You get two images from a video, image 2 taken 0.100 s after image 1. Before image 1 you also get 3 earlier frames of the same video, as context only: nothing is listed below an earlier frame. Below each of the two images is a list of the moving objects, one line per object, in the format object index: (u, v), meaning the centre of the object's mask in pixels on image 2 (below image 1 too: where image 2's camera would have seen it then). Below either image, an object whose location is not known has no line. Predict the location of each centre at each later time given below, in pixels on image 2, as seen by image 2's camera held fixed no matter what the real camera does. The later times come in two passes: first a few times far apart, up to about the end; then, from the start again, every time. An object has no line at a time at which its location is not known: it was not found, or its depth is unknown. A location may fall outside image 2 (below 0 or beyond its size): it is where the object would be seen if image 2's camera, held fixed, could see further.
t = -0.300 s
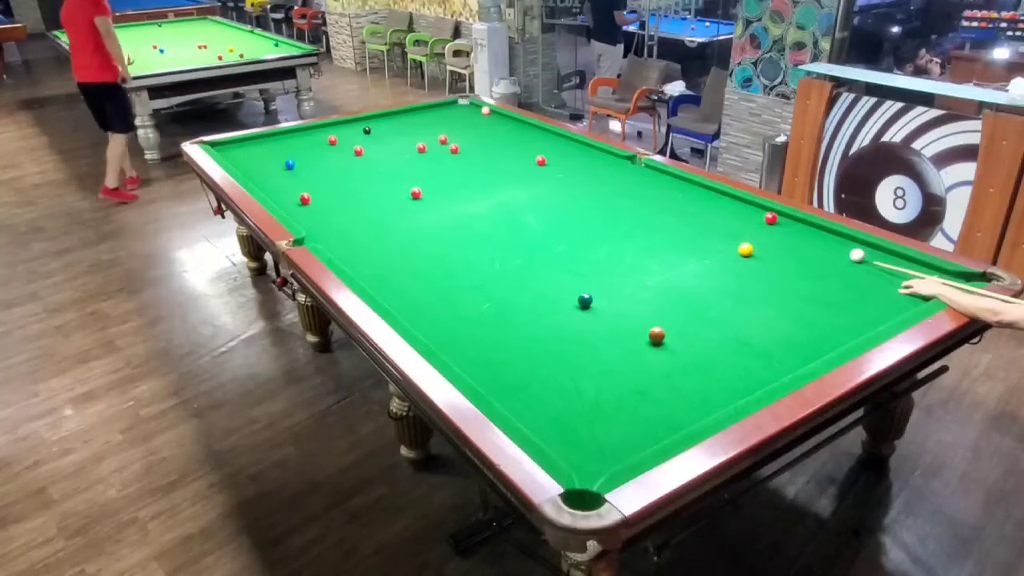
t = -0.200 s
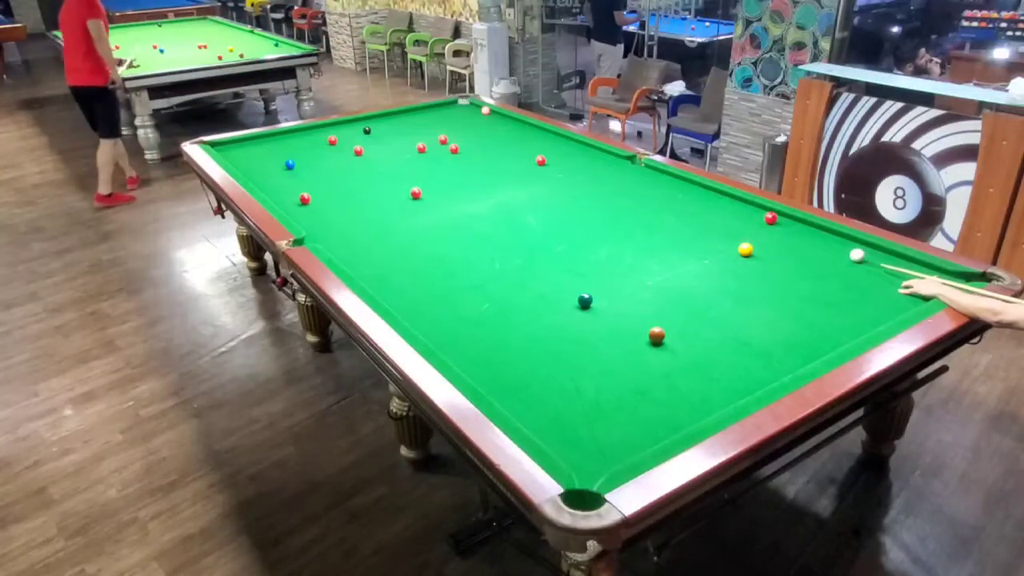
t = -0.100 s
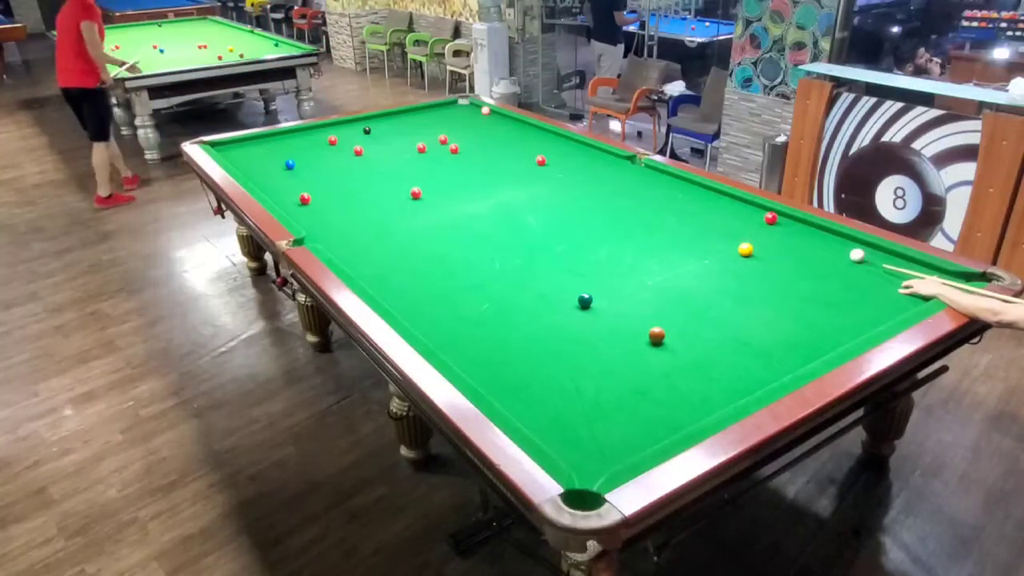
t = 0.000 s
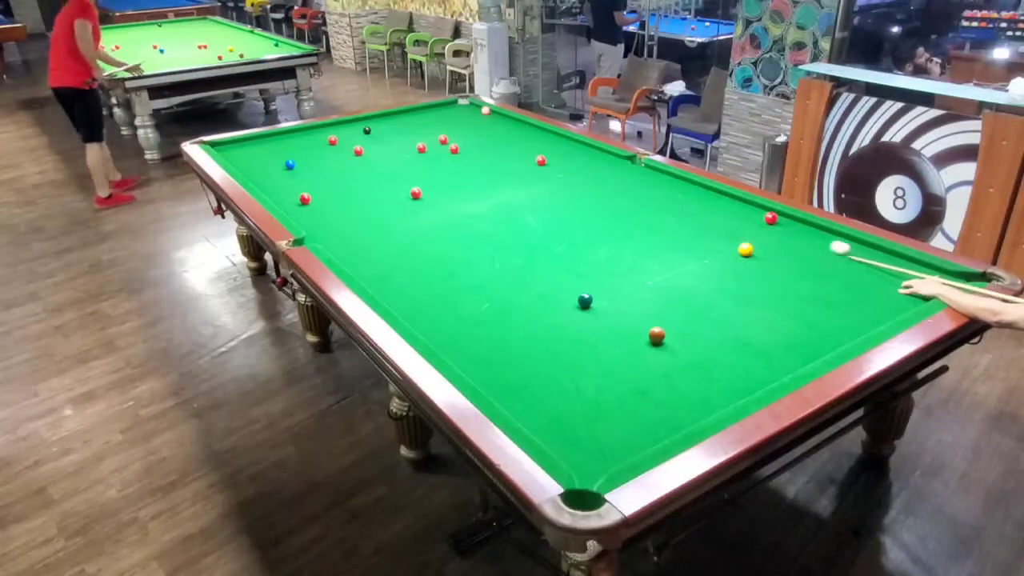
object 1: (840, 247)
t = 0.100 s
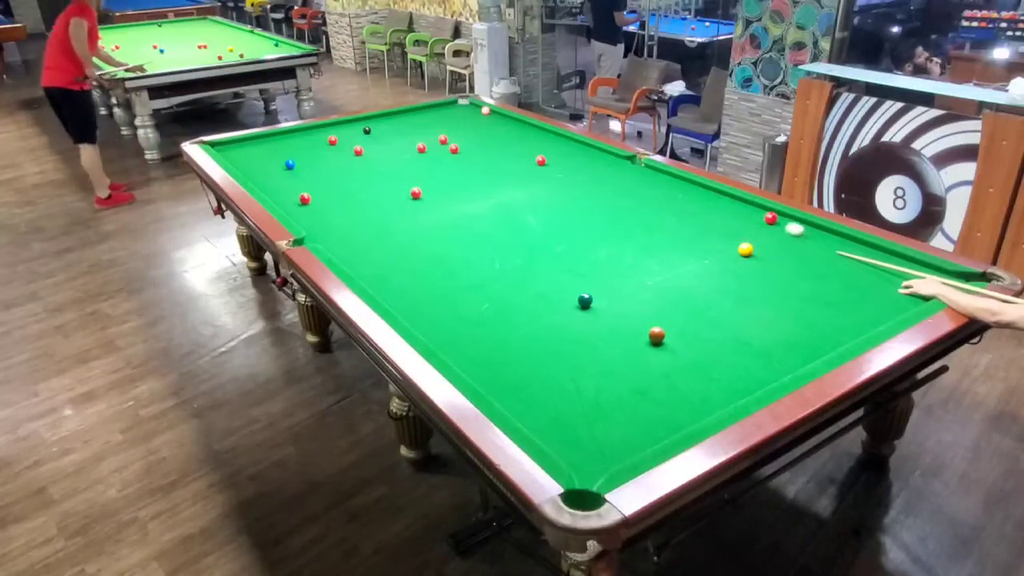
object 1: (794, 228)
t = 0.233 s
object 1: (772, 223)
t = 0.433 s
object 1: (766, 227)
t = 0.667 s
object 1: (759, 232)
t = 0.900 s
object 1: (752, 237)
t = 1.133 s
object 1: (745, 239)
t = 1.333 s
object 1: (739, 243)
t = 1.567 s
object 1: (734, 244)
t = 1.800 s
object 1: (729, 245)
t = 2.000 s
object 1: (725, 246)
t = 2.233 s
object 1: (723, 246)
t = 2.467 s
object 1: (721, 247)
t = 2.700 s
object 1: (720, 247)
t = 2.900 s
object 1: (720, 247)
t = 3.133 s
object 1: (720, 247)
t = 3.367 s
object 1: (720, 247)
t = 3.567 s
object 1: (720, 247)
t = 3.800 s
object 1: (720, 247)
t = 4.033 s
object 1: (720, 247)
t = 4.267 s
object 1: (720, 247)
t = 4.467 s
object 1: (720, 247)
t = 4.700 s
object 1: (720, 247)
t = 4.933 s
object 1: (720, 247)
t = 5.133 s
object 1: (720, 247)
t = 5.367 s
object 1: (720, 247)
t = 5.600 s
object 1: (720, 247)
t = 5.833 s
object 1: (720, 247)
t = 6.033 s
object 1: (720, 247)
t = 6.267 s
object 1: (720, 247)
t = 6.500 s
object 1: (720, 247)
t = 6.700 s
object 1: (720, 247)
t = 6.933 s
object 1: (720, 247)
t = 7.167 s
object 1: (720, 247)
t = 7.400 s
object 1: (720, 247)
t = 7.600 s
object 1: (720, 247)
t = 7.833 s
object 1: (720, 247)
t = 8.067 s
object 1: (720, 247)
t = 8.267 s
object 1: (720, 247)
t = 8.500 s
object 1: (720, 247)
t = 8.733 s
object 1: (720, 247)
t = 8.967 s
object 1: (720, 247)
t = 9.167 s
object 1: (720, 247)
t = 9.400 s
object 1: (720, 247)
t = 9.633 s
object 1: (720, 247)
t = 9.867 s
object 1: (720, 247)
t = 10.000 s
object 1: (720, 247)
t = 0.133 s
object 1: (782, 223)
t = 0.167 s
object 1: (776, 222)
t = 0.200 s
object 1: (773, 223)
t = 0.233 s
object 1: (772, 223)
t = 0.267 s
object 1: (771, 224)
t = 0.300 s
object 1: (770, 225)
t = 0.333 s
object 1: (769, 225)
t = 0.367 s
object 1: (768, 226)
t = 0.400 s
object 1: (767, 227)
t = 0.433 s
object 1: (766, 227)
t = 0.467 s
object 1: (765, 228)
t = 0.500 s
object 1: (763, 229)
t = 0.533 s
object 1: (762, 229)
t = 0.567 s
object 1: (762, 230)
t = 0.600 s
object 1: (760, 231)
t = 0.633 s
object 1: (760, 232)
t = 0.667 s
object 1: (759, 232)
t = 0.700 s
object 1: (758, 233)
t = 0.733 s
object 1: (756, 234)
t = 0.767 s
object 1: (755, 234)
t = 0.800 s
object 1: (755, 235)
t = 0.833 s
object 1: (754, 235)
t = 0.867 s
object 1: (753, 236)
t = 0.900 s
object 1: (752, 237)
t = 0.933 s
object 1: (751, 237)
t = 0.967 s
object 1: (750, 238)
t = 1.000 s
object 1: (749, 238)
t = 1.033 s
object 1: (748, 238)
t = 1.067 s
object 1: (747, 239)
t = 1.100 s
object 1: (746, 239)
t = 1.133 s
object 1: (745, 239)
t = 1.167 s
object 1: (745, 240)
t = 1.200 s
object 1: (743, 240)
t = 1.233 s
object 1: (742, 241)
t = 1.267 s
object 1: (741, 241)
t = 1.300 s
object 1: (741, 243)
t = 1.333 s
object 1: (739, 243)
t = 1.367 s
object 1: (738, 243)
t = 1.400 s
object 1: (737, 243)
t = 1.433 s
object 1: (737, 243)
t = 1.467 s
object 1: (736, 244)
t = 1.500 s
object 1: (735, 244)
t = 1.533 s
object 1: (734, 244)
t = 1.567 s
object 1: (734, 244)
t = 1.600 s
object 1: (733, 245)
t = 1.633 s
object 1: (732, 245)
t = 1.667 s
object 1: (732, 245)
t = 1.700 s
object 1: (731, 245)
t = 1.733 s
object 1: (730, 245)
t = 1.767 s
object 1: (730, 245)
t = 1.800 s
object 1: (729, 245)
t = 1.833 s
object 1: (728, 245)
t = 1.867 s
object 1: (728, 246)
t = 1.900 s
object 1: (727, 246)
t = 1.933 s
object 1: (727, 246)
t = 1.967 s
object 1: (726, 246)
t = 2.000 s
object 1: (725, 246)
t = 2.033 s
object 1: (725, 246)
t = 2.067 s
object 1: (725, 246)
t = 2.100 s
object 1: (724, 246)
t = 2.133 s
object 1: (724, 246)
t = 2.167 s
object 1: (723, 246)
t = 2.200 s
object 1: (723, 246)
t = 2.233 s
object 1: (723, 246)
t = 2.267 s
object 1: (722, 246)
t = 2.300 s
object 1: (722, 246)
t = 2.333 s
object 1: (722, 246)
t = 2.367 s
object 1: (721, 247)
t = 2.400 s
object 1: (721, 247)
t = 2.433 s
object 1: (721, 247)
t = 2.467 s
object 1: (721, 247)
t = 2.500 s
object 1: (720, 247)
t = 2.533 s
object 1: (720, 247)
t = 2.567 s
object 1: (720, 247)
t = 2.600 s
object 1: (720, 247)
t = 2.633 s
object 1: (720, 247)
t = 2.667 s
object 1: (720, 247)
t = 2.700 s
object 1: (720, 247)
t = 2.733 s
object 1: (720, 247)
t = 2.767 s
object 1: (720, 247)
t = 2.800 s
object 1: (720, 247)
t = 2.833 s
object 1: (720, 247)
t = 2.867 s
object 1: (720, 247)
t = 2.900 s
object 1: (720, 247)
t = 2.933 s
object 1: (720, 247)
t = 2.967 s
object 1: (720, 247)
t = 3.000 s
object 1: (720, 247)
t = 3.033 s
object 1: (720, 247)
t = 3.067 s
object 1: (720, 247)
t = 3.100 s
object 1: (720, 247)
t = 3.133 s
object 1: (720, 247)
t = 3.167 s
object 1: (720, 247)
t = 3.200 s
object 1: (720, 247)
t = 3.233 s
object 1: (720, 247)
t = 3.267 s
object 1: (720, 247)
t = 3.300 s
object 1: (720, 247)
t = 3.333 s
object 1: (720, 247)
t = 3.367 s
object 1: (720, 247)
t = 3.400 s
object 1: (720, 247)
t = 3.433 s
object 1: (720, 247)
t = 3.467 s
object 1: (720, 247)
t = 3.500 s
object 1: (720, 247)
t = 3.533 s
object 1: (720, 247)
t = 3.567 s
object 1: (720, 247)
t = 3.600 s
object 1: (720, 247)
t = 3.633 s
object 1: (720, 247)
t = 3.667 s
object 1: (720, 247)
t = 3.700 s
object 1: (720, 247)
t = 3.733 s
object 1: (720, 247)
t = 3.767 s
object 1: (720, 247)
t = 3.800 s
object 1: (720, 247)
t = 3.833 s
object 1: (720, 247)
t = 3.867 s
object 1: (720, 247)
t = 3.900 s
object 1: (720, 247)
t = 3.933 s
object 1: (720, 247)
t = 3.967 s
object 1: (720, 247)
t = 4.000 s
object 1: (720, 247)
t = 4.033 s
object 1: (720, 247)
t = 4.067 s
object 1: (720, 247)
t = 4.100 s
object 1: (720, 247)
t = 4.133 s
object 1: (720, 247)
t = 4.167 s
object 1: (720, 247)
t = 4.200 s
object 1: (720, 247)
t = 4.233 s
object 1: (720, 247)
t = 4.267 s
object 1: (720, 247)
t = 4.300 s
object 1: (720, 247)
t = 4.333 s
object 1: (720, 247)
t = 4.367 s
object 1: (720, 247)
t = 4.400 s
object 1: (720, 247)
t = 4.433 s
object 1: (720, 247)
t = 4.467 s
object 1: (720, 247)
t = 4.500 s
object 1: (720, 247)
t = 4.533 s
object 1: (720, 247)
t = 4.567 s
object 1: (720, 247)
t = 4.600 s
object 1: (720, 247)
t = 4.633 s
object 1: (720, 247)
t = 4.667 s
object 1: (720, 247)
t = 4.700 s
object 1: (720, 247)
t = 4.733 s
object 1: (720, 247)
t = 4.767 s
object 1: (720, 247)
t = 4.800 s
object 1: (720, 247)
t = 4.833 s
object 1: (720, 247)
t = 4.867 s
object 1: (720, 247)
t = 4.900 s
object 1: (720, 247)
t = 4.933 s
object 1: (720, 247)
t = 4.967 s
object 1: (720, 247)
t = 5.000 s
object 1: (720, 247)
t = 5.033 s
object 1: (720, 247)
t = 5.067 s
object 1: (720, 247)
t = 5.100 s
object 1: (720, 247)
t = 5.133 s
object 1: (720, 247)
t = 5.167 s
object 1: (720, 247)
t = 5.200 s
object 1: (720, 247)
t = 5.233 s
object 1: (720, 247)
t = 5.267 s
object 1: (720, 247)
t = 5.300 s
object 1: (720, 247)
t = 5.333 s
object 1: (720, 247)
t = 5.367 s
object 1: (720, 247)
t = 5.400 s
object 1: (720, 247)
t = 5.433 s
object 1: (720, 247)
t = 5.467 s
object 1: (720, 247)
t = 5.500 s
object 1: (720, 247)
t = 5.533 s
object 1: (720, 247)
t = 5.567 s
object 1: (720, 247)
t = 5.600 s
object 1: (720, 247)
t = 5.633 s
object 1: (720, 247)
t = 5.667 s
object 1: (720, 247)
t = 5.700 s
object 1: (720, 247)
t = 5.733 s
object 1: (720, 247)
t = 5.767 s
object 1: (720, 247)
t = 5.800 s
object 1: (720, 247)
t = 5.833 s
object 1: (720, 247)
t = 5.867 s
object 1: (720, 247)
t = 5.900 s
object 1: (720, 247)
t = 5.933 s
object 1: (720, 247)
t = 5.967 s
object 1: (720, 247)
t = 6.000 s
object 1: (720, 247)
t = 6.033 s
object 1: (720, 247)
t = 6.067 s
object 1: (720, 247)
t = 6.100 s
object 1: (720, 247)
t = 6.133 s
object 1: (720, 247)
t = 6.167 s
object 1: (720, 247)
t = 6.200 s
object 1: (720, 247)
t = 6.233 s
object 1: (720, 247)
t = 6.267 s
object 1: (720, 247)
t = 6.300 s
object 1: (720, 247)
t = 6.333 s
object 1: (720, 247)
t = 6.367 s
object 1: (720, 247)
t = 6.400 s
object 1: (720, 247)
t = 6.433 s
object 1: (720, 247)
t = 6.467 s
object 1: (720, 247)
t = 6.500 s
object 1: (720, 247)
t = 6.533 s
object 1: (720, 247)
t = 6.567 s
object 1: (720, 247)
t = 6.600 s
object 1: (720, 247)
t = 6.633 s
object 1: (720, 247)
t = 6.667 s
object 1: (720, 247)
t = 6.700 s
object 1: (720, 247)
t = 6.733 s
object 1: (720, 247)
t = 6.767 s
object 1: (720, 247)
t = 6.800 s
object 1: (720, 247)
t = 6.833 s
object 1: (720, 247)
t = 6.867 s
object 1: (720, 247)
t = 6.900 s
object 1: (720, 247)
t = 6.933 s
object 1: (720, 247)
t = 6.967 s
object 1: (720, 247)
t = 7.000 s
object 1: (720, 247)
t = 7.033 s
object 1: (720, 247)
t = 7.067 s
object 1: (720, 247)
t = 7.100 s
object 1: (720, 247)
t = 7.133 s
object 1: (720, 247)
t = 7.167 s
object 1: (720, 247)
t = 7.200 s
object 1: (720, 247)
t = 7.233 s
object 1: (720, 247)
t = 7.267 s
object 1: (720, 247)
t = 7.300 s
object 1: (720, 247)
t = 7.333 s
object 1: (720, 247)
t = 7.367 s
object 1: (720, 247)
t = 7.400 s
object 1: (720, 247)
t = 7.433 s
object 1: (720, 247)
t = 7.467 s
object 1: (720, 247)
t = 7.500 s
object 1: (720, 247)
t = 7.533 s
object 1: (720, 247)
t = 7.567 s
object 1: (720, 247)
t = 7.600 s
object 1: (720, 247)
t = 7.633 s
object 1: (720, 247)
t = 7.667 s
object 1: (720, 247)
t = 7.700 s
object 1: (720, 247)
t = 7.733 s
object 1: (720, 247)
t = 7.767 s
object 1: (720, 247)
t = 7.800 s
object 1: (720, 247)
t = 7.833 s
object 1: (720, 247)
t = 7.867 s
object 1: (720, 247)
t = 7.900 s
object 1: (720, 247)
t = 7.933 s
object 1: (720, 247)
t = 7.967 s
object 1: (720, 247)
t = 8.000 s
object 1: (720, 247)
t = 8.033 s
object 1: (720, 247)
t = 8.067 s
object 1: (720, 247)
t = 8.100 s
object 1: (720, 247)
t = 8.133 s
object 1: (720, 247)
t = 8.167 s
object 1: (720, 247)
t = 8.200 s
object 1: (720, 247)
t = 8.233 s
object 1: (720, 247)
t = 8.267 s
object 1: (720, 247)
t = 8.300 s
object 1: (720, 247)
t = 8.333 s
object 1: (720, 247)
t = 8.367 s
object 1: (720, 247)
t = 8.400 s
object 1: (720, 247)
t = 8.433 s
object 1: (720, 247)
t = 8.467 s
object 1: (720, 247)
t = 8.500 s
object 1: (720, 247)
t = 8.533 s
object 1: (720, 247)
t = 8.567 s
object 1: (720, 247)
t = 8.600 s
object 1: (720, 247)
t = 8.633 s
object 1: (720, 247)
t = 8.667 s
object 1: (720, 247)
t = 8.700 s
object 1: (720, 247)
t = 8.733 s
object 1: (720, 247)
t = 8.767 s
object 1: (720, 247)
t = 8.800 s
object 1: (720, 247)
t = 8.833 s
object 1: (720, 247)
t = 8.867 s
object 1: (720, 247)
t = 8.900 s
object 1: (720, 247)
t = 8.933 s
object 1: (720, 247)
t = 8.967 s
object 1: (720, 247)
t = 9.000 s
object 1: (720, 247)
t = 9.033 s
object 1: (720, 247)
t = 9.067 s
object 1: (720, 247)
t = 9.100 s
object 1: (720, 247)
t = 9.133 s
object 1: (720, 247)
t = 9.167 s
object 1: (720, 247)
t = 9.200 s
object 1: (720, 247)
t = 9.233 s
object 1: (720, 247)
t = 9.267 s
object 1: (720, 247)
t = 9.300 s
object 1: (720, 247)
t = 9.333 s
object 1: (720, 247)
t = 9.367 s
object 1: (720, 247)
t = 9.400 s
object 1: (720, 247)
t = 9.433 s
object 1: (720, 247)
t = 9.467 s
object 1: (720, 247)
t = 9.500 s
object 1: (720, 247)
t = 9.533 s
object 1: (720, 247)
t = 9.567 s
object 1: (720, 247)
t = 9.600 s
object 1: (720, 247)
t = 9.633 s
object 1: (720, 247)
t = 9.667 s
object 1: (720, 247)
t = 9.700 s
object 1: (720, 247)
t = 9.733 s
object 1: (720, 247)
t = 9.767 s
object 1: (720, 247)
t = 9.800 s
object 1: (720, 247)
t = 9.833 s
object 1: (720, 247)
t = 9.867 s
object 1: (720, 247)
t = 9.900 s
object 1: (720, 247)
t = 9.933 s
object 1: (720, 247)
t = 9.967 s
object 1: (720, 247)
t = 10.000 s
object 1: (720, 247)
